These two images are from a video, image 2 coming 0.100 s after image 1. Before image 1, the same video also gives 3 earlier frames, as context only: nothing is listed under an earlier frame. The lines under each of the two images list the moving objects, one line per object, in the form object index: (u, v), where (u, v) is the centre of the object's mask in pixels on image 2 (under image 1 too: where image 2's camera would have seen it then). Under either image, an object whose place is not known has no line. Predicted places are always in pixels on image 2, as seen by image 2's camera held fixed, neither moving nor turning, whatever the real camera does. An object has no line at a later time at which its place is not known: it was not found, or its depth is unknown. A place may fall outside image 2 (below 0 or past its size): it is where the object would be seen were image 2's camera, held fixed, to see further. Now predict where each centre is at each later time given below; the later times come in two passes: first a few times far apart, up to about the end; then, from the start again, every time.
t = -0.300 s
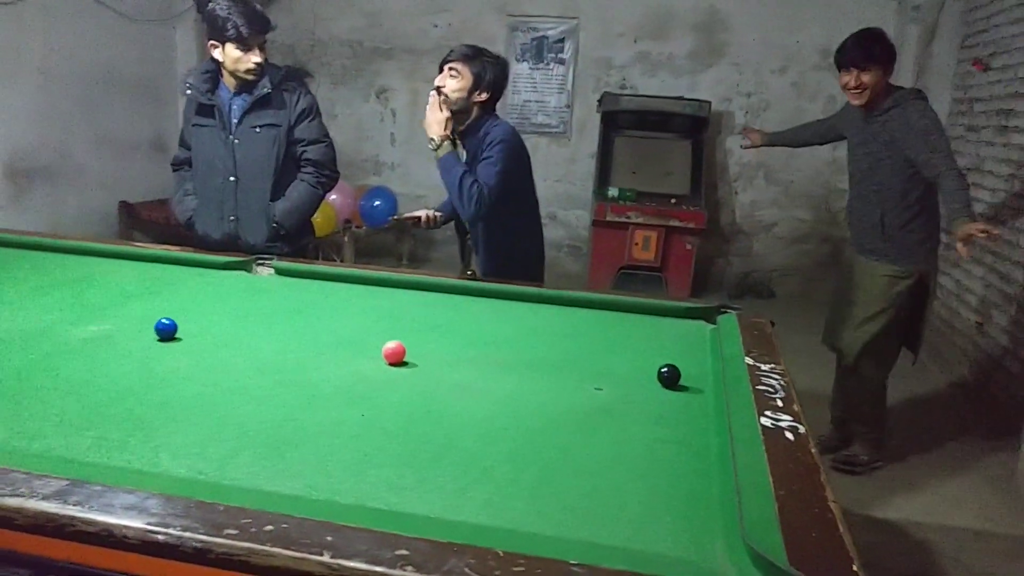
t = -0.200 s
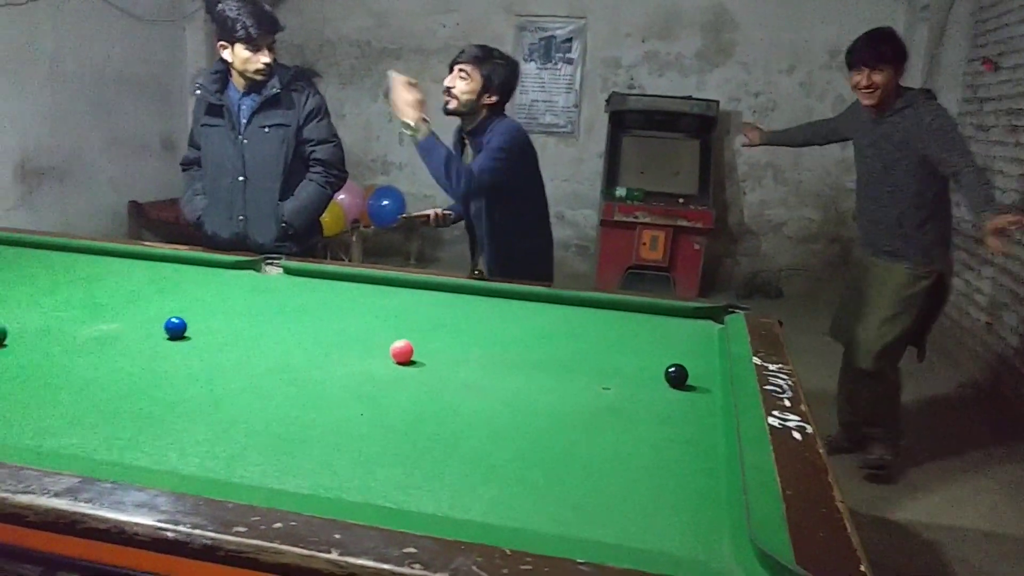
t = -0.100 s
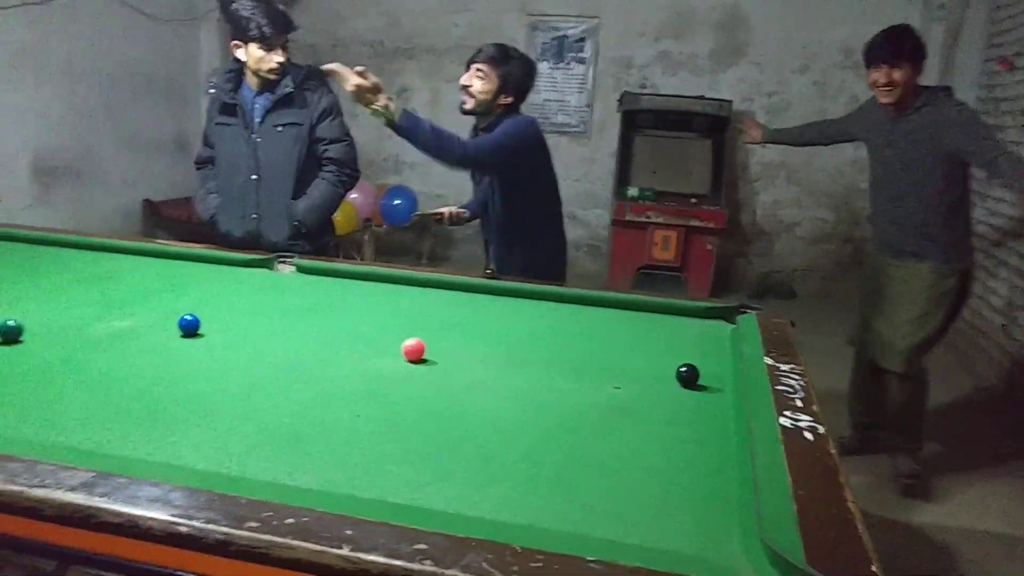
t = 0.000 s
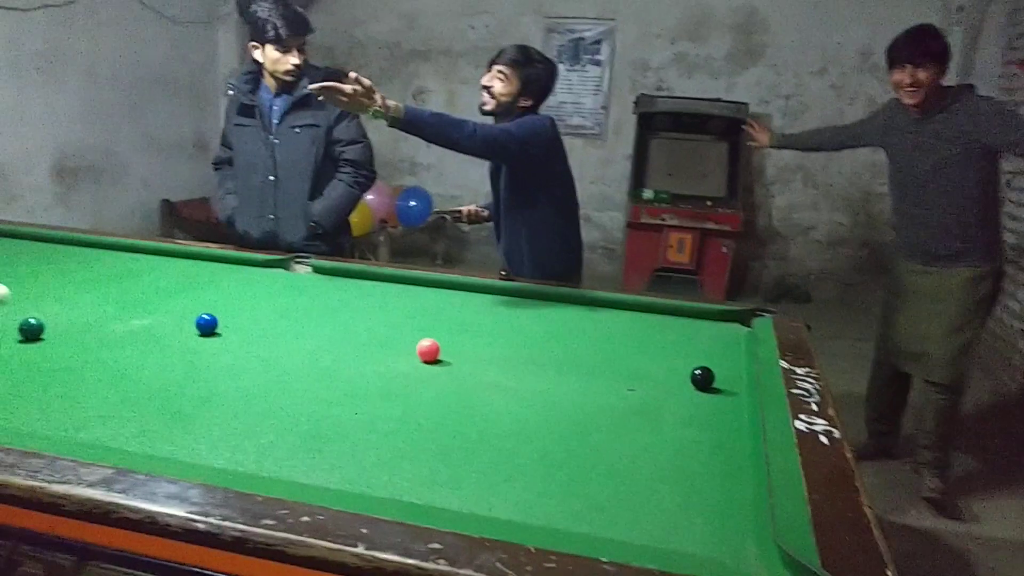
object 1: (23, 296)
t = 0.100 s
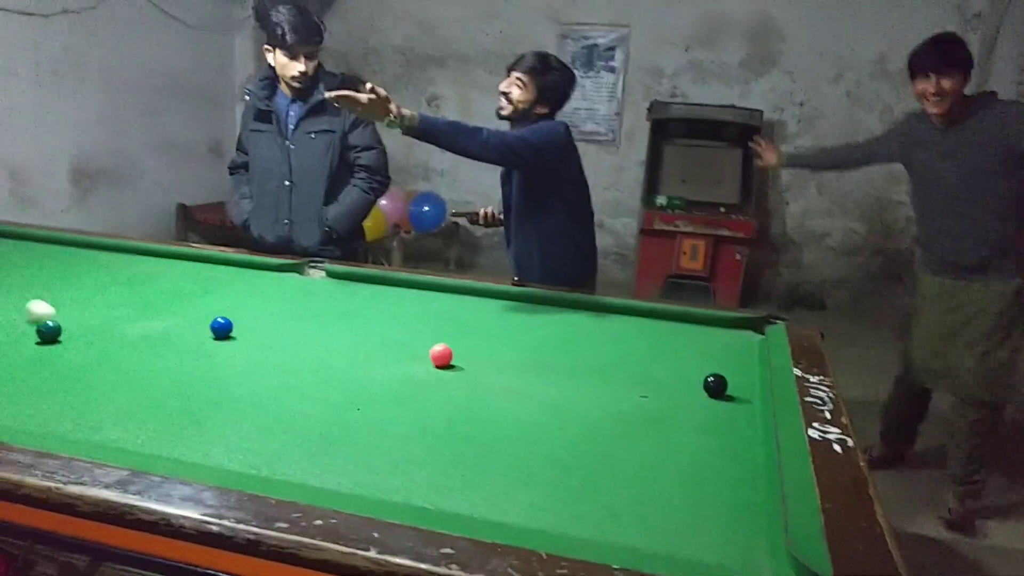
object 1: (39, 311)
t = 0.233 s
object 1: (102, 327)
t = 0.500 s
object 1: (254, 347)
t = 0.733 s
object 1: (396, 366)
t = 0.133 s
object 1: (50, 314)
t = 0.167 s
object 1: (65, 322)
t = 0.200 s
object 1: (83, 326)
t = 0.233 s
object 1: (102, 327)
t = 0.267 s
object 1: (121, 329)
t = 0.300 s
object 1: (139, 332)
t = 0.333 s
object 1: (157, 334)
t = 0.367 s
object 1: (177, 336)
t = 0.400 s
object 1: (196, 339)
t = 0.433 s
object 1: (215, 342)
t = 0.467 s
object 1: (234, 345)
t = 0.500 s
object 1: (254, 347)
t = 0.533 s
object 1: (273, 350)
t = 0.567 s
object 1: (294, 352)
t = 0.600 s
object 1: (313, 355)
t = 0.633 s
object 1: (333, 358)
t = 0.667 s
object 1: (353, 361)
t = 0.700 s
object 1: (374, 364)
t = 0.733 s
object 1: (396, 366)
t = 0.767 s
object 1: (416, 369)
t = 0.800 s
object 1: (437, 372)
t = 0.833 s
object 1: (459, 375)
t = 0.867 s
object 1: (480, 377)
